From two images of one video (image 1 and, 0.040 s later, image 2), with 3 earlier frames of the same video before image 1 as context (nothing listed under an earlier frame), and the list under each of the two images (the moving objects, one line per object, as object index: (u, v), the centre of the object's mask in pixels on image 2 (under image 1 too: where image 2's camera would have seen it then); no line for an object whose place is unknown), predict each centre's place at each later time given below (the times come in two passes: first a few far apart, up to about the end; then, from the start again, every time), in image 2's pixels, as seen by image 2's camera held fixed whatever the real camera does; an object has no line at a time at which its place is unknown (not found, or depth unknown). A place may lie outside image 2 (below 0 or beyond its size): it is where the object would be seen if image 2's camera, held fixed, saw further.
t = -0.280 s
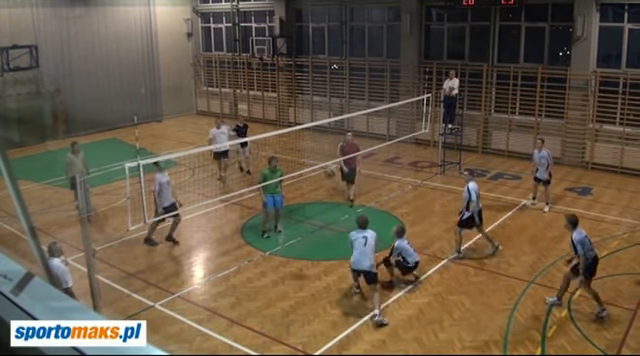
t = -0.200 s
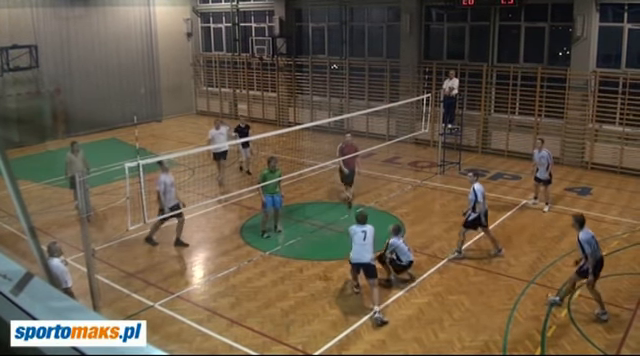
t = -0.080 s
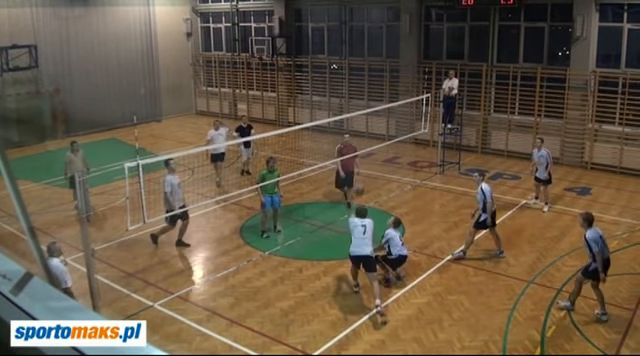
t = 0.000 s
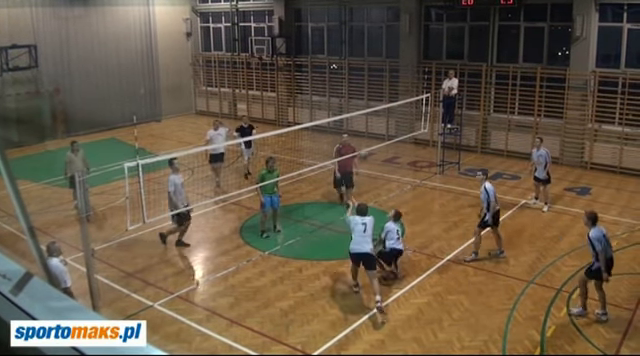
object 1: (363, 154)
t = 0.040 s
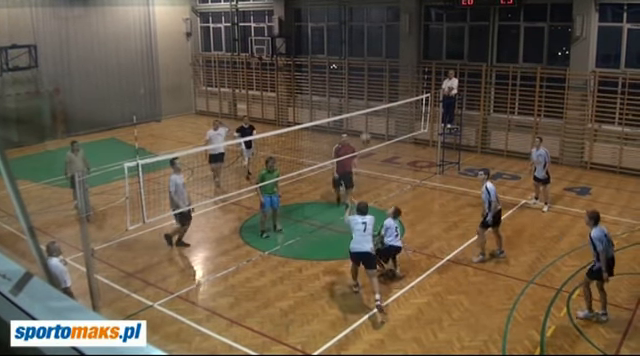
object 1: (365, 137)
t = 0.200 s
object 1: (374, 84)
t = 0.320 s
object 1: (380, 54)
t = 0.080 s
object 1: (366, 123)
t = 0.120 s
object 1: (368, 108)
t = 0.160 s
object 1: (372, 96)
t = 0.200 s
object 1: (374, 84)
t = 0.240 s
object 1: (375, 73)
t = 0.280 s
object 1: (378, 63)
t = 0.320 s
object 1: (380, 54)
